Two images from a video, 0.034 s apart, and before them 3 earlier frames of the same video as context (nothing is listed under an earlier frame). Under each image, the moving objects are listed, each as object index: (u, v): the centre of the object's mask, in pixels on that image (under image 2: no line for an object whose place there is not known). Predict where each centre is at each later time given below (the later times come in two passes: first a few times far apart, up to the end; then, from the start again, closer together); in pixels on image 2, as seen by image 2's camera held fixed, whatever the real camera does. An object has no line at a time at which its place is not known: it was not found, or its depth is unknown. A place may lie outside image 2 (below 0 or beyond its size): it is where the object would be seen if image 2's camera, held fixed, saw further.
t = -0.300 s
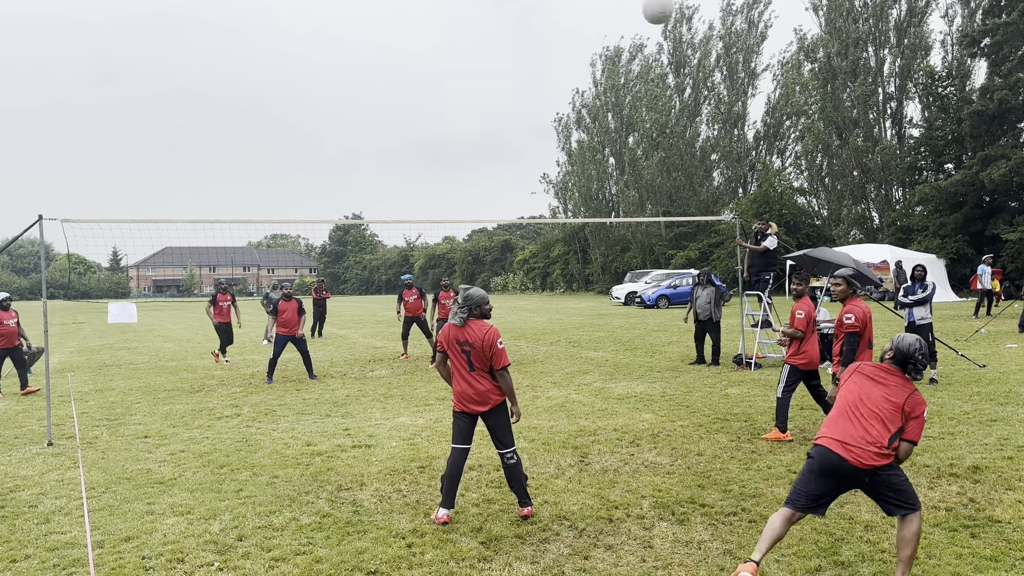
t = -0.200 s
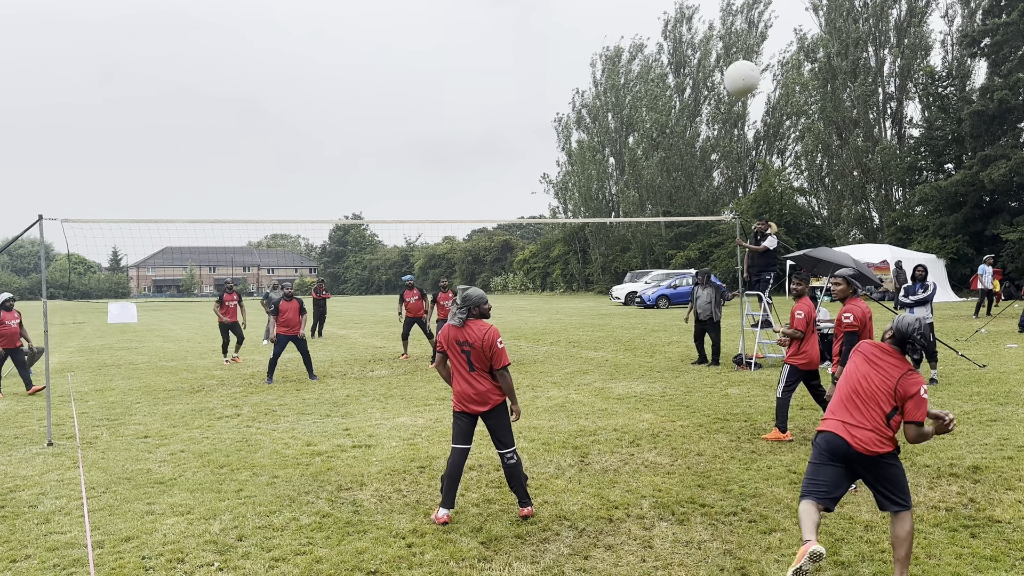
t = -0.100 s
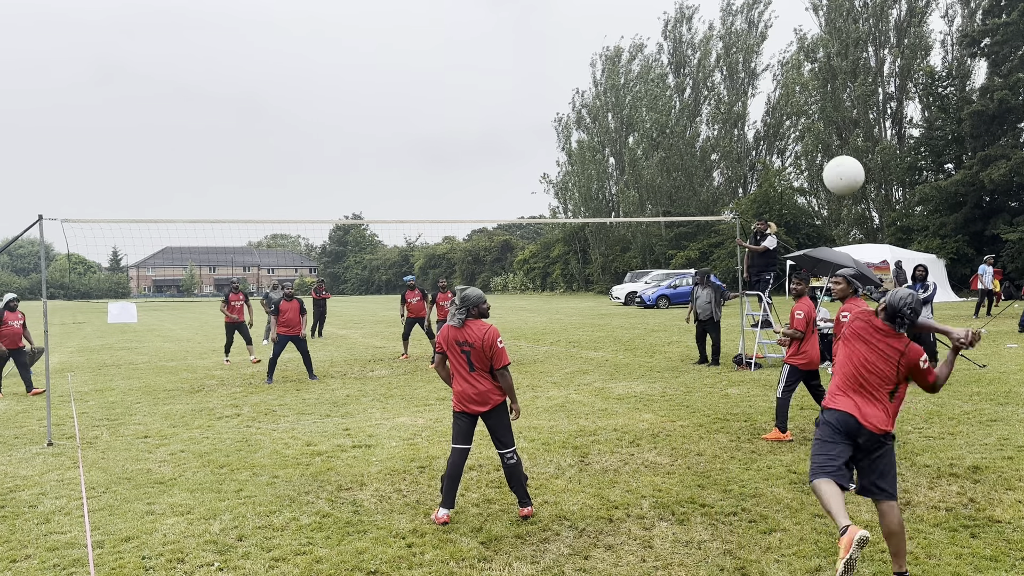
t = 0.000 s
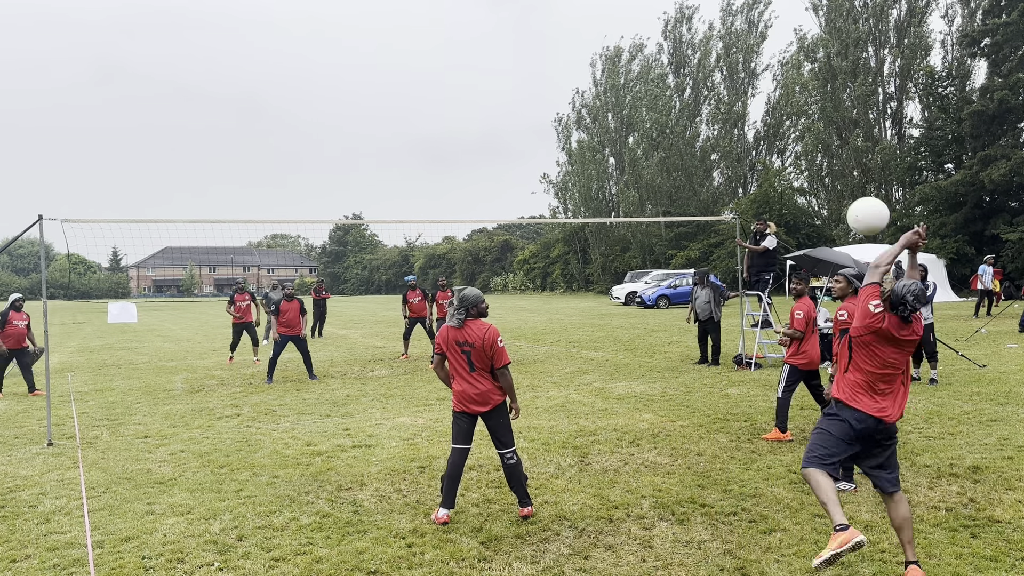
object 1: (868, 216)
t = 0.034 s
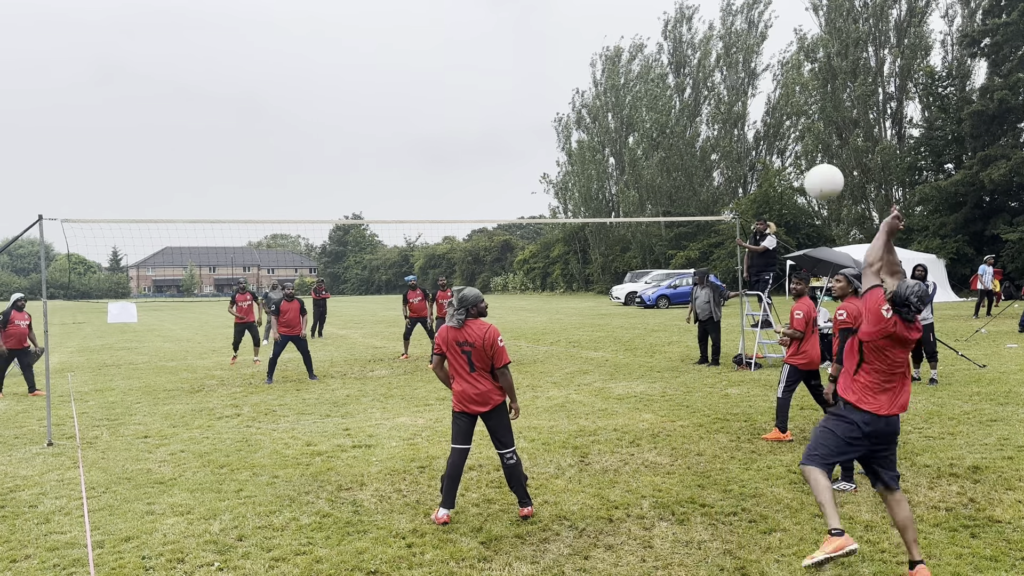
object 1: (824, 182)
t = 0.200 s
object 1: (665, 87)
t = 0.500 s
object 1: (515, 71)
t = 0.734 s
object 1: (455, 119)
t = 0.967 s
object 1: (419, 192)
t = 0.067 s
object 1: (784, 154)
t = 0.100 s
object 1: (749, 132)
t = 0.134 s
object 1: (718, 113)
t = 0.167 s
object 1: (690, 98)
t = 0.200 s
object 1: (665, 87)
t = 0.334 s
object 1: (584, 64)
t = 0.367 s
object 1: (568, 63)
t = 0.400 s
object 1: (553, 63)
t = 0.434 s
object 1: (539, 65)
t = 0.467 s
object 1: (527, 67)
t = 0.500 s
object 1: (515, 71)
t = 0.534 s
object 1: (504, 75)
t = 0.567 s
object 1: (494, 81)
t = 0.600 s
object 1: (485, 88)
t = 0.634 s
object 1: (477, 95)
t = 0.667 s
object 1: (469, 102)
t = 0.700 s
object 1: (461, 111)
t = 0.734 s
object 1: (455, 119)
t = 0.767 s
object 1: (448, 129)
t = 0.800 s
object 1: (442, 139)
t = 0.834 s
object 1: (437, 148)
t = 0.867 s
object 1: (432, 158)
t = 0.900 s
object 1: (427, 169)
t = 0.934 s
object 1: (423, 180)
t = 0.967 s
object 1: (419, 192)
